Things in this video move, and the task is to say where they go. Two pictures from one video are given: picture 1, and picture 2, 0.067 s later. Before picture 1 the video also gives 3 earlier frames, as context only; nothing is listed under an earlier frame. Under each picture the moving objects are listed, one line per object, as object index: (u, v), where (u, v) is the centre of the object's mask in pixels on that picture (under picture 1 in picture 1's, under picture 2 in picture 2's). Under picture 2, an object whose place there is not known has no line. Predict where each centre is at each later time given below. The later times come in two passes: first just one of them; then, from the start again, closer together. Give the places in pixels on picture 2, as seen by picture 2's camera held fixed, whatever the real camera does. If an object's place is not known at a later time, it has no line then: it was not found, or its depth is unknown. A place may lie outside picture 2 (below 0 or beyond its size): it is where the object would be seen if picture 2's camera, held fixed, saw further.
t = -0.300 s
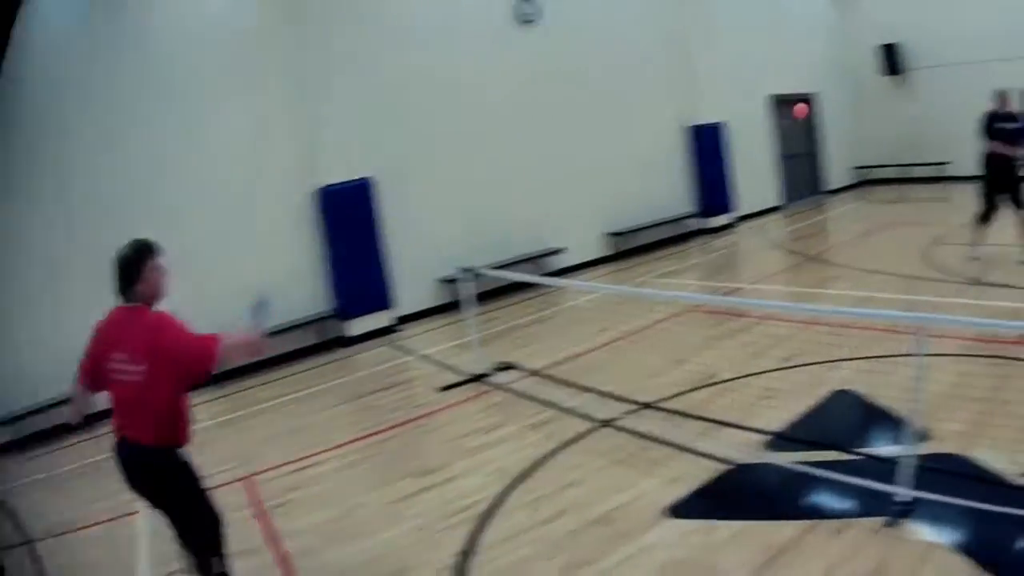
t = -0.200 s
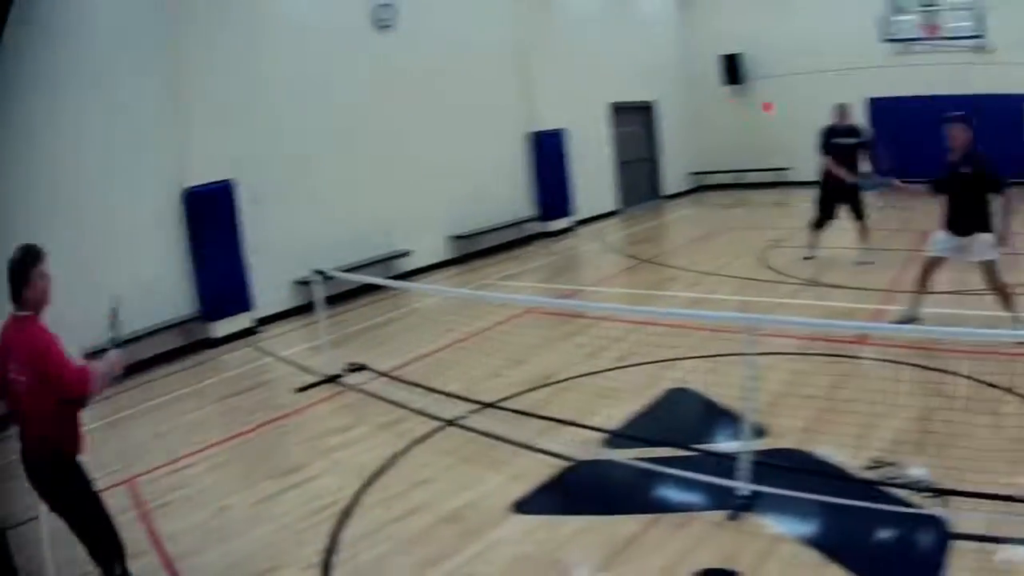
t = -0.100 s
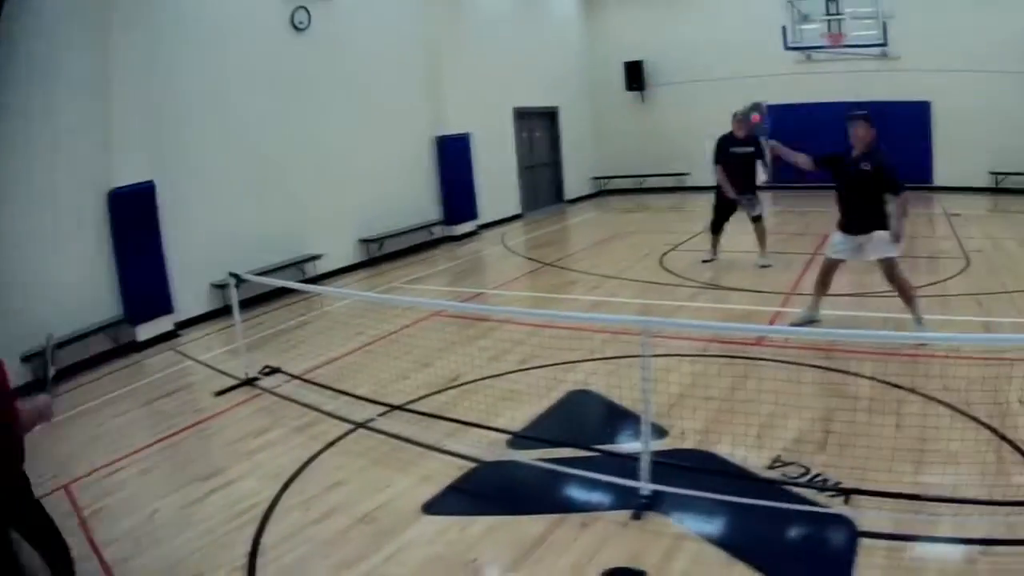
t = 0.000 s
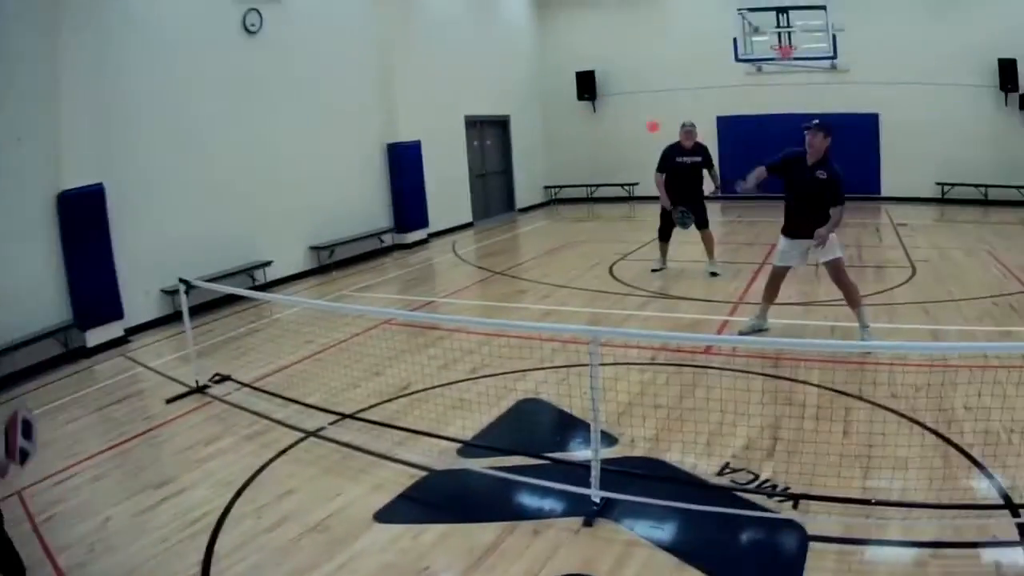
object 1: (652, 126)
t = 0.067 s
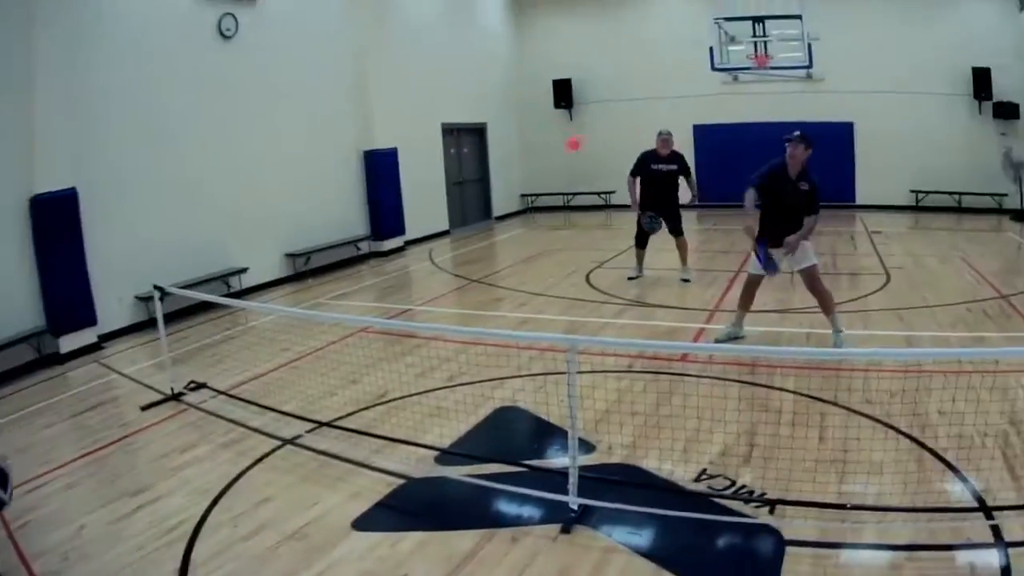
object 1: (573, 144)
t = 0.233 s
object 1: (303, 271)
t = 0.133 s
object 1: (492, 168)
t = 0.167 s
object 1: (445, 190)
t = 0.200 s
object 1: (383, 222)
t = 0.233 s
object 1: (303, 271)
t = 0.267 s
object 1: (206, 332)
